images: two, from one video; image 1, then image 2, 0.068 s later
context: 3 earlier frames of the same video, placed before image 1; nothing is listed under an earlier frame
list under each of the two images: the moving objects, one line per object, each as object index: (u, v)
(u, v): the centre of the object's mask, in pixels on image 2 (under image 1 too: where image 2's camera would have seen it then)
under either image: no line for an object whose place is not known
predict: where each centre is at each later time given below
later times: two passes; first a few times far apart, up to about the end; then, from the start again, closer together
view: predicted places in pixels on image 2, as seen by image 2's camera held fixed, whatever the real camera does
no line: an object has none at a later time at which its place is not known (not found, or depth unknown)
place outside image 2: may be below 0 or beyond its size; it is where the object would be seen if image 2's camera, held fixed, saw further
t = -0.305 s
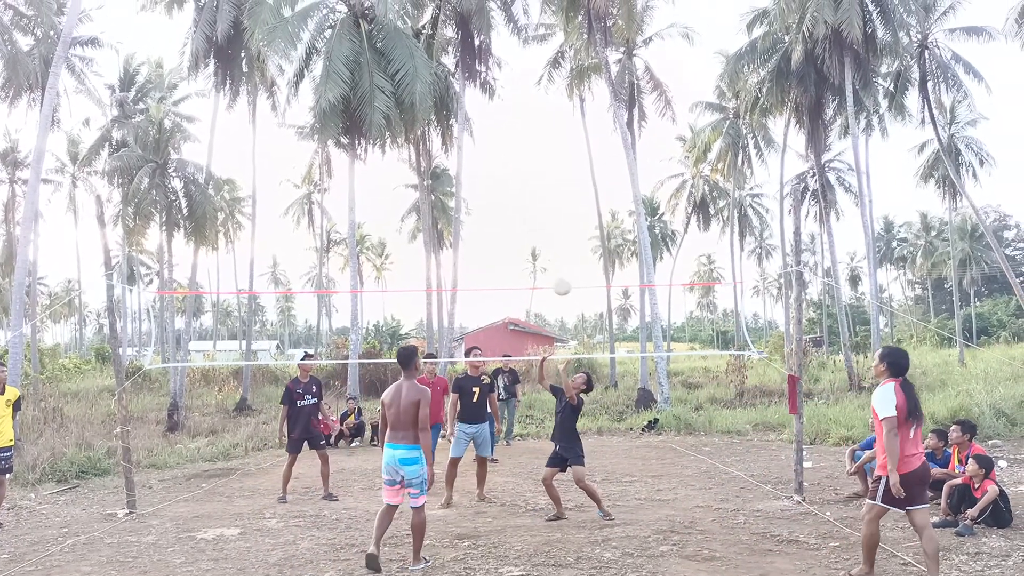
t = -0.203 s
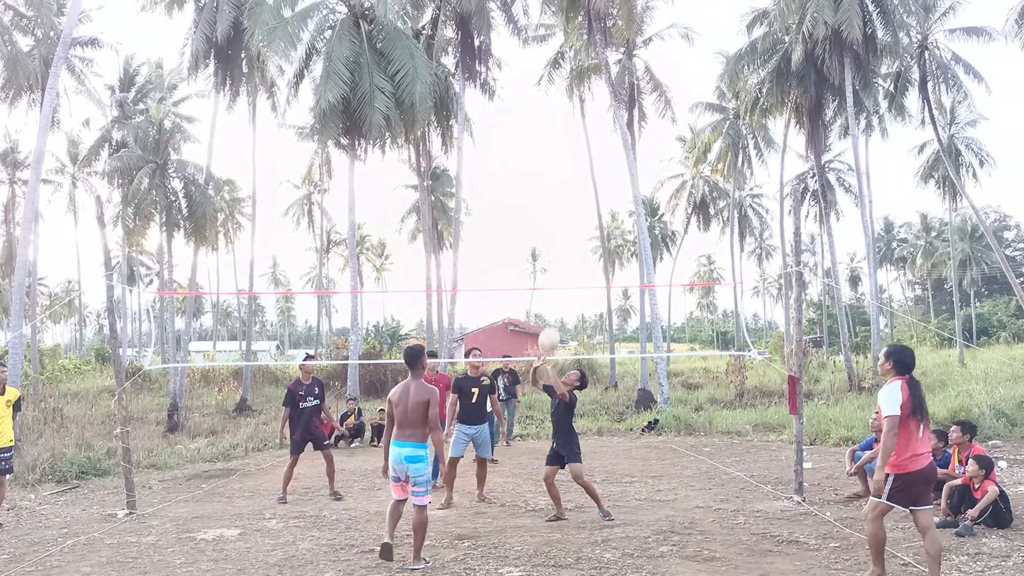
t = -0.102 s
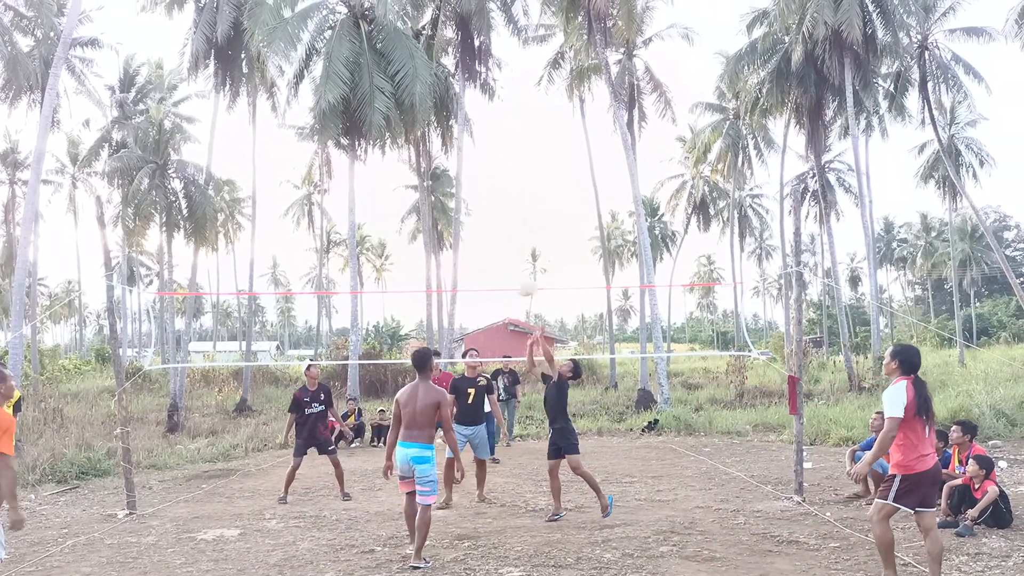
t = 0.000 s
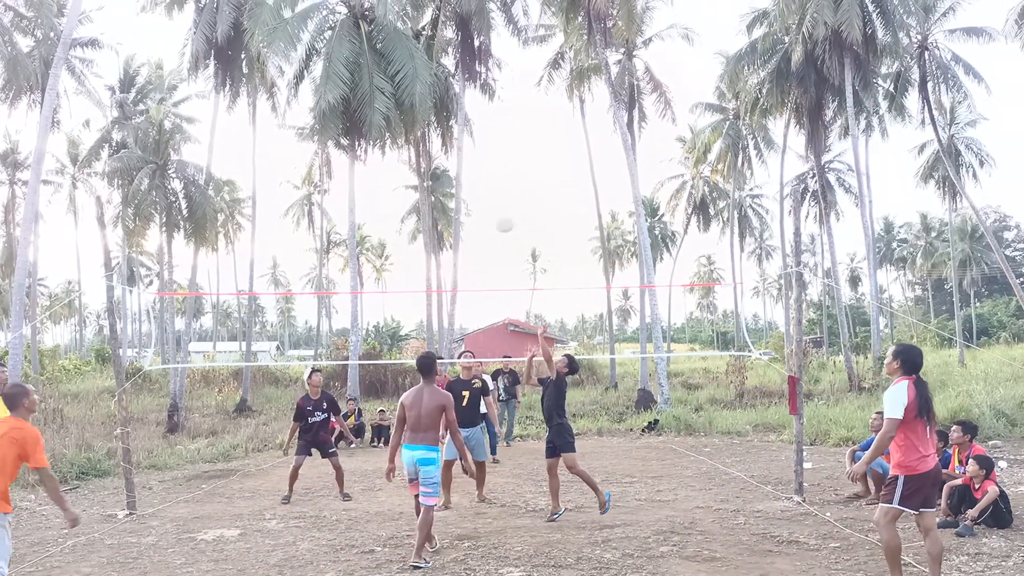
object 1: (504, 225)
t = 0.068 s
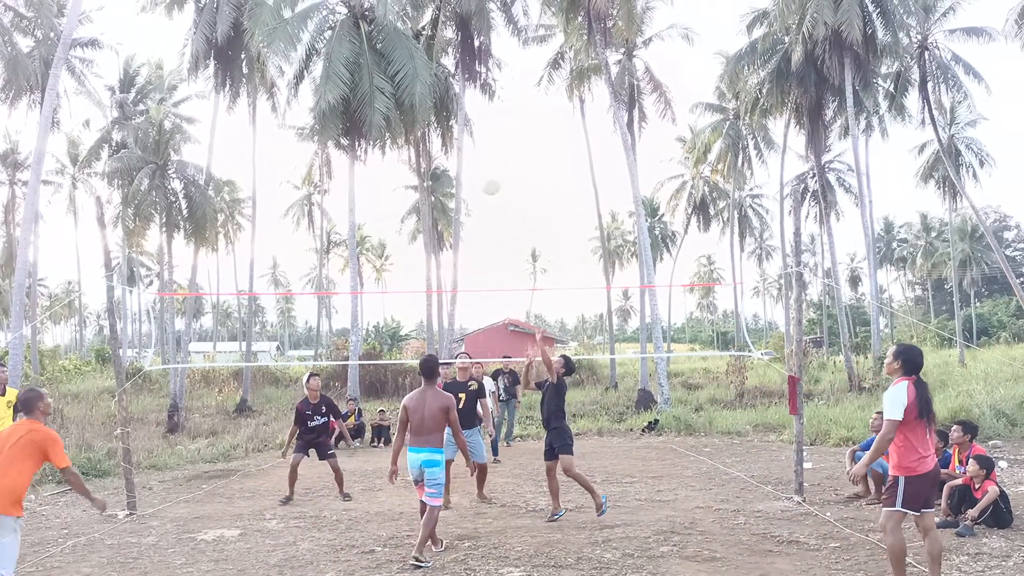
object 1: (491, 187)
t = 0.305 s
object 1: (445, 90)
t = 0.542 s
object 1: (399, 47)
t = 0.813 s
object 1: (347, 67)
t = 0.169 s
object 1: (470, 138)
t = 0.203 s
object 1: (464, 124)
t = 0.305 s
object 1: (445, 90)
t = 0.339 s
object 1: (438, 80)
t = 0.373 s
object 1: (432, 72)
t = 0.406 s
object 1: (425, 65)
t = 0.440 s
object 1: (418, 58)
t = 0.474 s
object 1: (412, 53)
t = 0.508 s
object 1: (405, 49)
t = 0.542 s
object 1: (399, 47)
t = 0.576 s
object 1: (392, 45)
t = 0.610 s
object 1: (386, 45)
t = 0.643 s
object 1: (379, 46)
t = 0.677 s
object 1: (373, 47)
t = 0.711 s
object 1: (367, 51)
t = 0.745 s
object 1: (360, 55)
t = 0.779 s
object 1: (354, 61)
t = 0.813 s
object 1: (347, 67)
